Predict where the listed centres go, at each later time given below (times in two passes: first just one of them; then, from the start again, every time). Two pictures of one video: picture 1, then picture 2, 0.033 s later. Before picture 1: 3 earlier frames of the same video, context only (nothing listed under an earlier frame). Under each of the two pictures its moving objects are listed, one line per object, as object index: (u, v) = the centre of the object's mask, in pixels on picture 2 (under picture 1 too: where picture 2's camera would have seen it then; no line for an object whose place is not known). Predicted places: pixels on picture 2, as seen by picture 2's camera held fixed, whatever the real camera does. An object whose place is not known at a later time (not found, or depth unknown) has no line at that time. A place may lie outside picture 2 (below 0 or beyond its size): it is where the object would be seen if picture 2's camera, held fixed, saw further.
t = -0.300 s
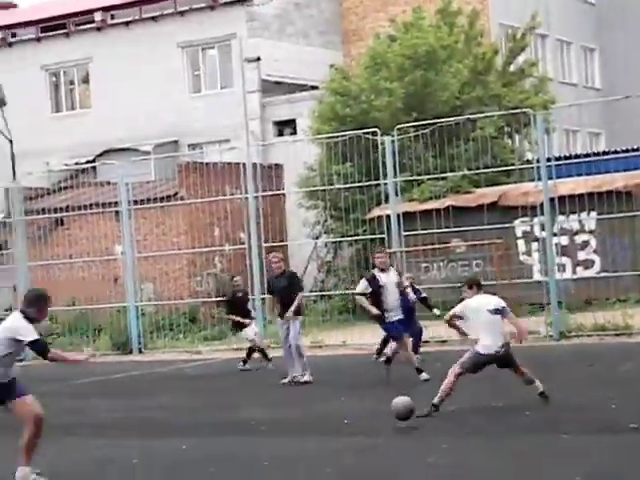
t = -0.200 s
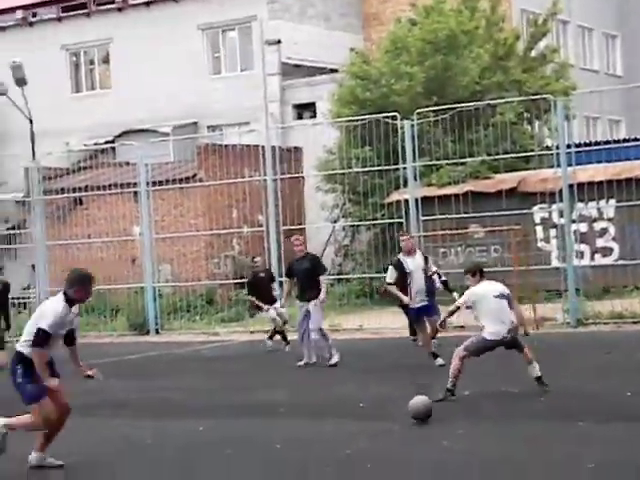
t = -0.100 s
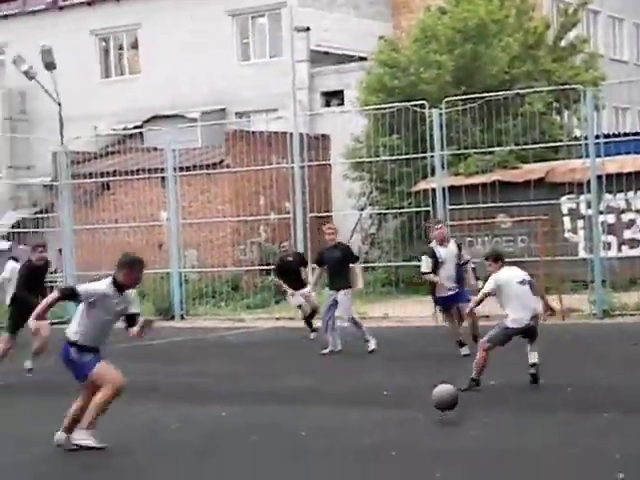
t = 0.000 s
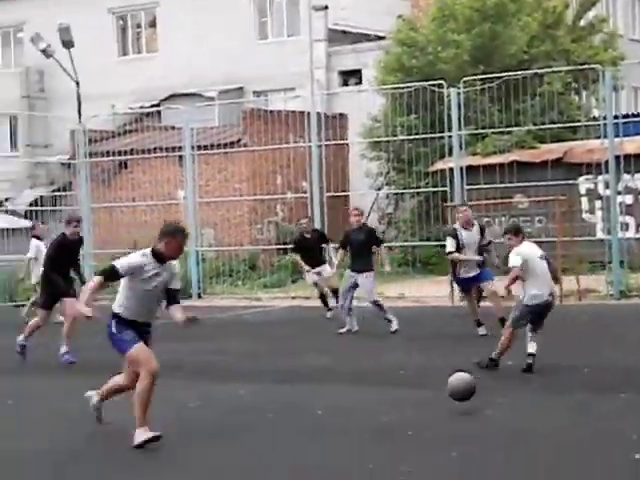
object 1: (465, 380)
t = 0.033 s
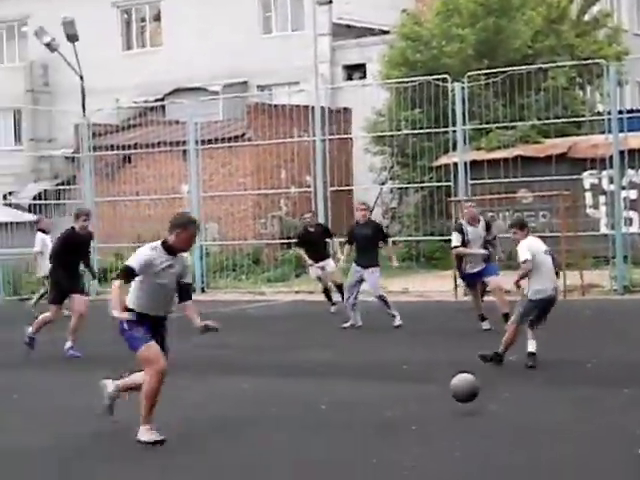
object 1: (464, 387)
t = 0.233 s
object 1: (461, 404)
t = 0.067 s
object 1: (464, 395)
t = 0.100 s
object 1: (463, 400)
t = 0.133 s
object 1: (463, 399)
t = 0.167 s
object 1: (462, 399)
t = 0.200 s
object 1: (462, 401)
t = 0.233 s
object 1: (461, 404)
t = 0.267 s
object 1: (461, 412)
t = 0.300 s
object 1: (461, 419)
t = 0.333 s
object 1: (461, 430)
